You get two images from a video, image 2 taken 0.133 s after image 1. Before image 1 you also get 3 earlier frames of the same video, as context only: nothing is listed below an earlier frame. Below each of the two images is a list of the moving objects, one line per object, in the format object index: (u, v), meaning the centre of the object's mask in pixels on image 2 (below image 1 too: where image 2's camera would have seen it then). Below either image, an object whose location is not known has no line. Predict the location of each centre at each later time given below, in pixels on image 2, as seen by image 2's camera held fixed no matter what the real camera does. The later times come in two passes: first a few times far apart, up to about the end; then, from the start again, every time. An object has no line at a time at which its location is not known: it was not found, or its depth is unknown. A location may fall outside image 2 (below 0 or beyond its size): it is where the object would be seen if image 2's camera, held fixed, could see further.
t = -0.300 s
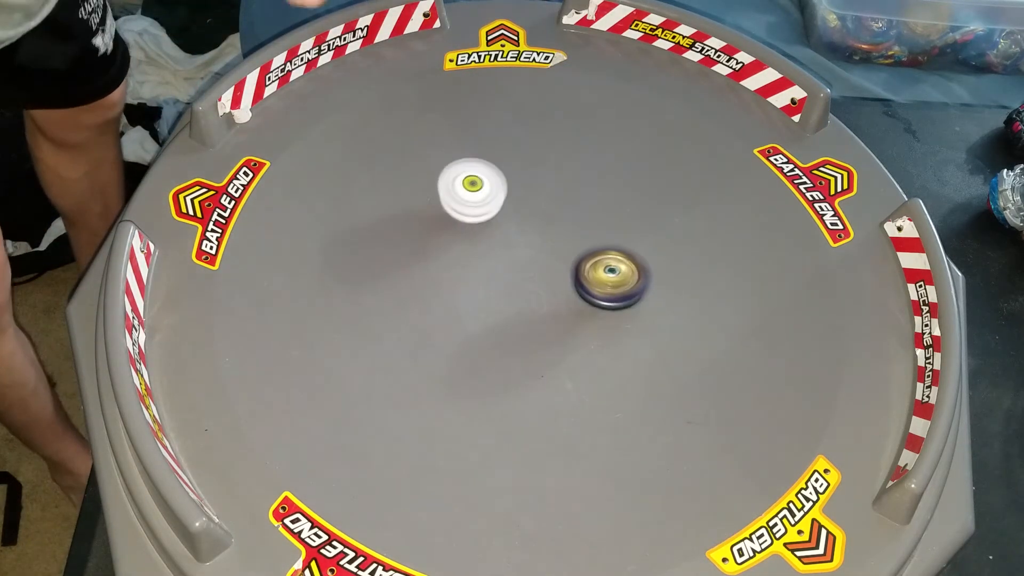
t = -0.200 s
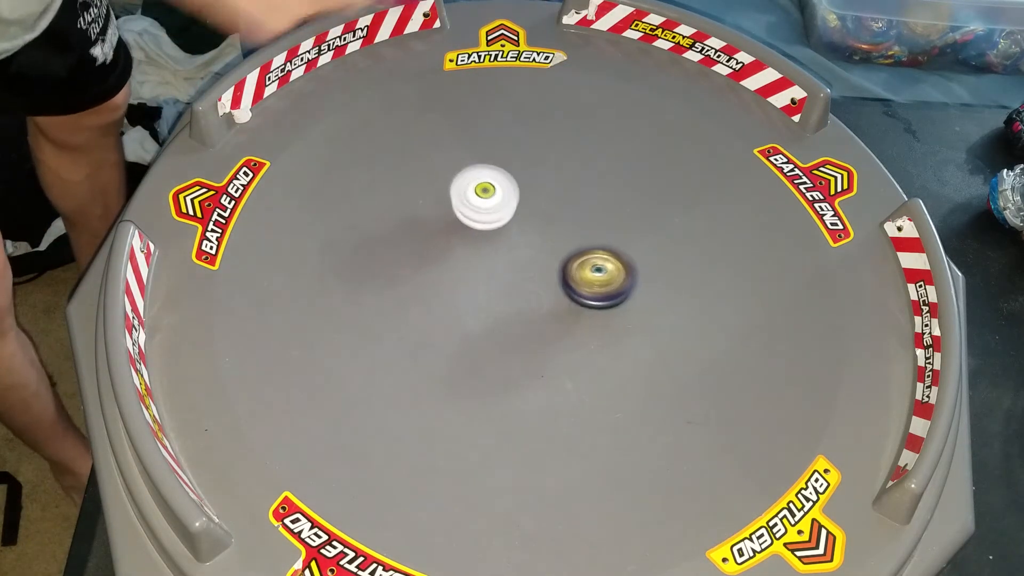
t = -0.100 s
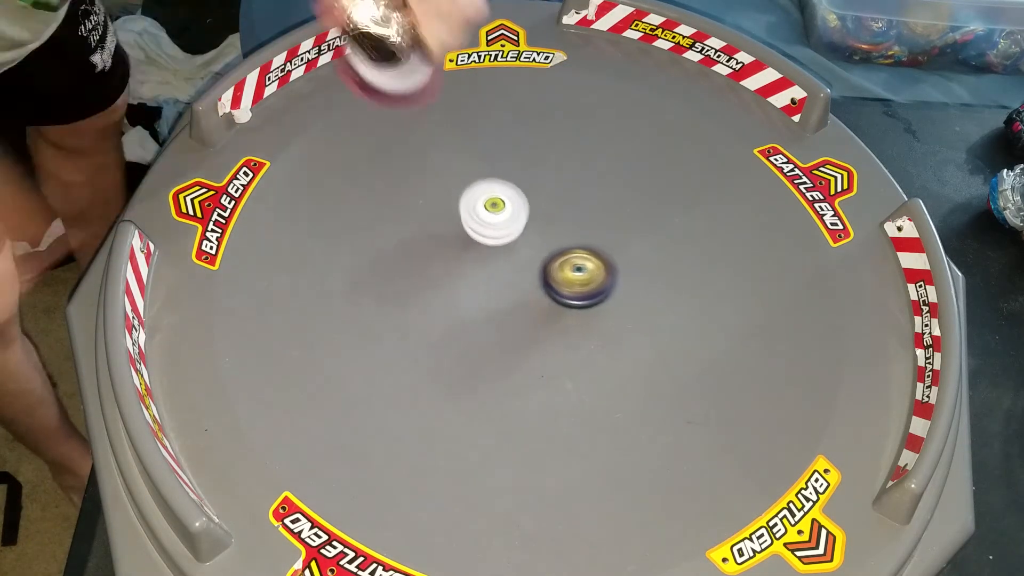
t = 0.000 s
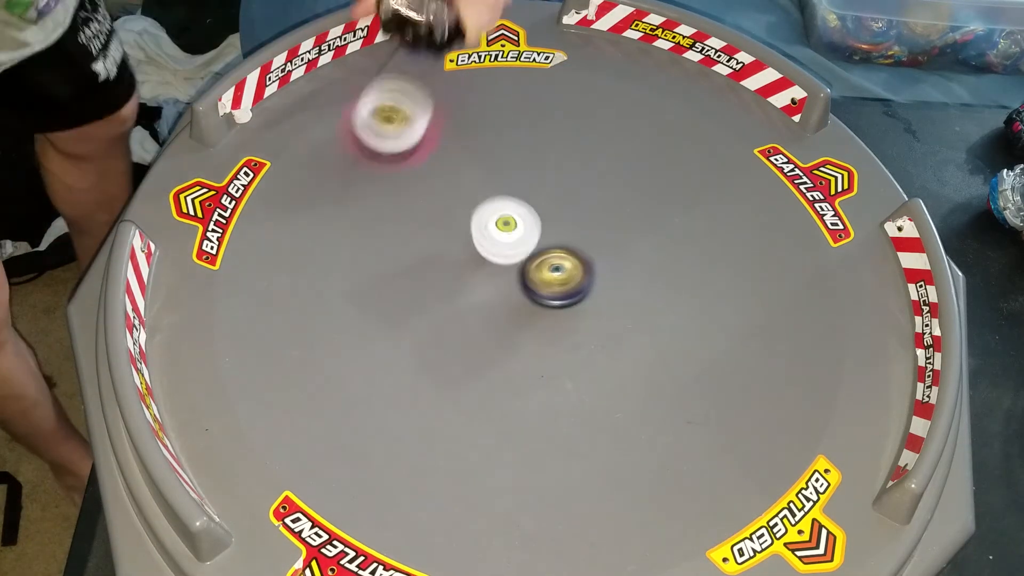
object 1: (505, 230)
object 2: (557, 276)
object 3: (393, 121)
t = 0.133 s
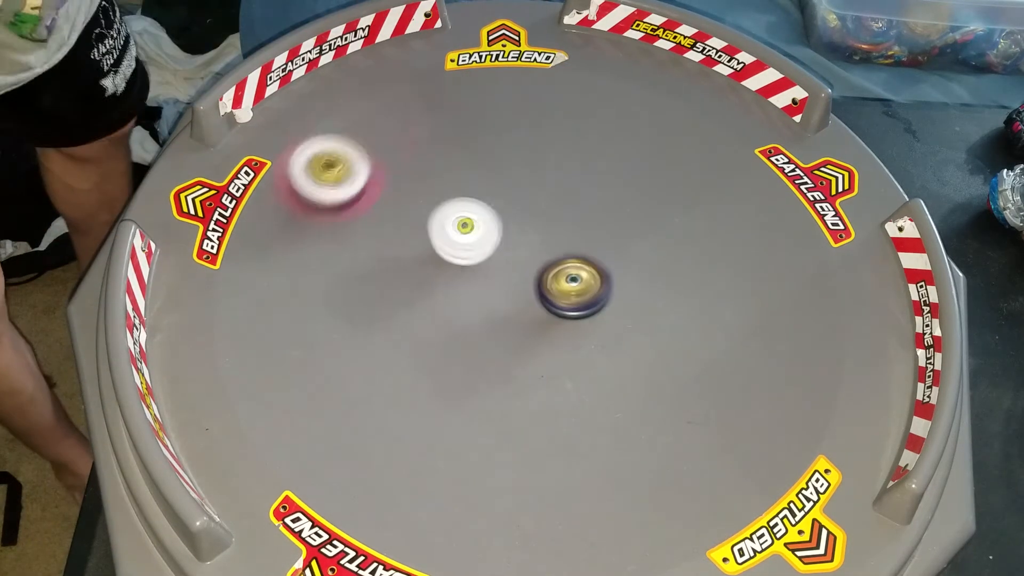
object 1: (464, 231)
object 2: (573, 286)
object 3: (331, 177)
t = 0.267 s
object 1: (417, 223)
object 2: (573, 293)
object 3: (309, 256)
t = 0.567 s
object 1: (374, 186)
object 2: (524, 284)
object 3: (504, 421)
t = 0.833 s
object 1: (435, 222)
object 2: (498, 261)
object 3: (694, 278)
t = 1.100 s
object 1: (315, 247)
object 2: (601, 251)
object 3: (600, 58)
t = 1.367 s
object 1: (305, 228)
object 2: (618, 264)
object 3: (435, 217)
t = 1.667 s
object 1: (421, 297)
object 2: (561, 280)
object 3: (590, 538)
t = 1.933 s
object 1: (508, 384)
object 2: (495, 286)
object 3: (805, 422)
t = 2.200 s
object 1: (575, 457)
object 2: (454, 266)
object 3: (749, 200)
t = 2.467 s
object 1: (563, 450)
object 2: (460, 261)
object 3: (493, 99)
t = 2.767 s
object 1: (583, 340)
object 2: (496, 284)
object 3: (212, 268)
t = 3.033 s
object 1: (616, 254)
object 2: (526, 304)
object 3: (326, 498)
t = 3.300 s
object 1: (644, 187)
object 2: (532, 323)
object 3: (570, 555)
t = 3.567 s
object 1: (646, 185)
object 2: (536, 322)
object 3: (683, 539)
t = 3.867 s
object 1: (555, 212)
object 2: (548, 299)
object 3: (773, 400)
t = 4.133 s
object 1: (458, 220)
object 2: (558, 281)
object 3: (673, 211)
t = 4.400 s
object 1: (374, 217)
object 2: (562, 269)
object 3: (470, 124)
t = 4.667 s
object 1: (375, 217)
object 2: (554, 260)
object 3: (274, 183)
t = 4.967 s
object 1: (440, 283)
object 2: (534, 256)
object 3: (303, 401)
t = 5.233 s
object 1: (490, 353)
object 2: (517, 256)
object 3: (557, 466)
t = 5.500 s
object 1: (537, 415)
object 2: (504, 263)
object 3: (729, 340)
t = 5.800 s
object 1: (534, 417)
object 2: (500, 275)
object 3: (704, 178)
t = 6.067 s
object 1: (551, 347)
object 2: (504, 286)
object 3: (594, 126)
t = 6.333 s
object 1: (634, 321)
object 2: (488, 270)
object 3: (522, 151)
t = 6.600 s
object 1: (692, 299)
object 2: (511, 283)
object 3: (508, 171)
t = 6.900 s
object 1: (657, 284)
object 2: (531, 302)
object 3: (496, 178)
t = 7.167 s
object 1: (583, 254)
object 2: (544, 309)
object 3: (485, 183)
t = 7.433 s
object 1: (559, 210)
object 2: (555, 344)
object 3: (446, 169)
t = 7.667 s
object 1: (550, 205)
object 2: (567, 337)
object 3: (432, 171)
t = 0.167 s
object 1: (453, 229)
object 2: (575, 289)
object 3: (320, 196)
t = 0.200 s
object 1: (442, 227)
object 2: (575, 293)
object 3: (313, 214)
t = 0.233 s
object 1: (429, 225)
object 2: (575, 292)
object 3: (309, 232)
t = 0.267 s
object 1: (417, 223)
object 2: (573, 293)
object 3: (309, 256)
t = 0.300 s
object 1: (406, 220)
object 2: (570, 294)
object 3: (312, 281)
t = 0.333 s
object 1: (396, 217)
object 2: (565, 294)
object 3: (321, 309)
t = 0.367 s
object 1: (388, 212)
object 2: (560, 293)
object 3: (335, 335)
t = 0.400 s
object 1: (381, 207)
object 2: (554, 292)
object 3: (354, 359)
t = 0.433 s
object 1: (375, 202)
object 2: (548, 292)
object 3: (378, 379)
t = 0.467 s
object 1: (371, 197)
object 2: (541, 291)
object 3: (406, 398)
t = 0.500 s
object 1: (370, 192)
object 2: (535, 288)
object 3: (438, 411)
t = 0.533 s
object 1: (371, 189)
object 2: (529, 286)
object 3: (471, 419)
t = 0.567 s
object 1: (374, 186)
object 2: (524, 284)
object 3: (504, 421)
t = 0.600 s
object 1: (380, 185)
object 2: (519, 282)
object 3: (536, 417)
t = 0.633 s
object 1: (387, 186)
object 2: (514, 280)
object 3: (568, 409)
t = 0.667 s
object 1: (395, 188)
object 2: (510, 278)
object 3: (597, 395)
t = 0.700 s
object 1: (403, 192)
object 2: (506, 275)
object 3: (623, 379)
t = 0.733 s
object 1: (412, 197)
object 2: (503, 273)
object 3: (647, 358)
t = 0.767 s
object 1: (420, 204)
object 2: (500, 269)
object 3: (667, 333)
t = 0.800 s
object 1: (428, 212)
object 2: (499, 265)
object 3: (683, 307)
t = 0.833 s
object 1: (435, 222)
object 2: (498, 261)
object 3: (694, 278)
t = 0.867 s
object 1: (430, 231)
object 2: (507, 258)
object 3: (700, 249)
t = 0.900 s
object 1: (408, 238)
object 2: (528, 256)
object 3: (699, 217)
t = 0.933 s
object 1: (390, 243)
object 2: (546, 252)
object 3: (694, 187)
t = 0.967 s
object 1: (373, 246)
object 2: (562, 251)
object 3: (685, 158)
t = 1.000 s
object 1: (357, 248)
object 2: (574, 251)
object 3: (671, 127)
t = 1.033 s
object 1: (342, 249)
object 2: (585, 250)
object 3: (651, 100)
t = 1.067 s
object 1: (328, 249)
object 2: (593, 250)
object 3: (626, 76)
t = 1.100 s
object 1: (315, 247)
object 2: (601, 251)
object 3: (600, 58)
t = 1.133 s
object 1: (304, 245)
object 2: (607, 252)
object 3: (569, 35)
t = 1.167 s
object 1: (294, 242)
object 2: (612, 253)
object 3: (531, 25)
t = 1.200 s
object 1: (288, 238)
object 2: (615, 254)
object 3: (490, 21)
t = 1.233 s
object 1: (286, 235)
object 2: (619, 257)
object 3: (470, 34)
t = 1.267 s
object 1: (287, 231)
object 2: (620, 259)
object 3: (461, 78)
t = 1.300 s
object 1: (290, 229)
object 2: (620, 259)
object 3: (452, 126)
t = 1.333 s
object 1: (296, 228)
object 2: (619, 261)
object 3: (443, 172)
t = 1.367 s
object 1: (305, 228)
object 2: (618, 264)
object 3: (435, 217)
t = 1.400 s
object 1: (316, 230)
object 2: (615, 265)
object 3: (431, 262)
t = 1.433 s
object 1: (328, 233)
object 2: (611, 266)
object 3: (431, 305)
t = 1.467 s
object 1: (342, 239)
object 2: (606, 268)
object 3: (435, 347)
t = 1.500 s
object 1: (356, 246)
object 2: (600, 270)
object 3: (445, 390)
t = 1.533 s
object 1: (369, 255)
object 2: (594, 272)
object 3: (462, 430)
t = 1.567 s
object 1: (383, 264)
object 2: (586, 274)
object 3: (484, 466)
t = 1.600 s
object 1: (396, 275)
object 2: (578, 276)
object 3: (516, 500)
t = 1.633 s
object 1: (409, 286)
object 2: (570, 278)
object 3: (551, 525)
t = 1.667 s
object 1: (421, 297)
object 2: (561, 280)
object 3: (590, 538)
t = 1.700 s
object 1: (432, 309)
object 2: (551, 283)
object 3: (633, 546)
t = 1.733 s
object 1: (443, 320)
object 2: (542, 284)
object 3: (671, 550)
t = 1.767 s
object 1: (454, 331)
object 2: (533, 284)
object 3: (705, 543)
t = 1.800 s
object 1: (465, 342)
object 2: (525, 285)
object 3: (730, 528)
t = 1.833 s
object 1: (475, 352)
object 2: (518, 286)
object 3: (752, 503)
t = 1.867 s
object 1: (486, 362)
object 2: (510, 286)
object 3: (773, 478)
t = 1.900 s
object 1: (497, 373)
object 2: (502, 287)
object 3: (792, 450)
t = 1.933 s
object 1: (508, 384)
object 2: (495, 286)
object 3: (805, 422)
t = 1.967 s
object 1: (518, 394)
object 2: (487, 285)
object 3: (814, 393)
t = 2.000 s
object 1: (529, 404)
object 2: (481, 283)
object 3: (819, 364)
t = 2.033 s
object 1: (539, 414)
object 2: (474, 280)
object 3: (818, 335)
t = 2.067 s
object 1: (548, 423)
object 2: (469, 277)
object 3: (812, 305)
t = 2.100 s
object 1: (556, 432)
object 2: (464, 275)
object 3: (803, 277)
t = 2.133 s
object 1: (564, 442)
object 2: (460, 272)
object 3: (787, 251)
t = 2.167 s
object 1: (570, 450)
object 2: (456, 269)
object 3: (771, 225)
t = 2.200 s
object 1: (575, 457)
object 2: (454, 266)
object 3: (749, 200)
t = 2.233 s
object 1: (579, 465)
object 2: (453, 264)
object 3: (725, 177)
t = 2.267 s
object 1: (579, 469)
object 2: (452, 263)
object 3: (697, 156)
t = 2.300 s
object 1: (578, 472)
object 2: (452, 261)
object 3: (666, 139)
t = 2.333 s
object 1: (575, 472)
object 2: (452, 260)
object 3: (635, 126)
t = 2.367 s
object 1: (572, 470)
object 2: (453, 260)
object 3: (601, 114)
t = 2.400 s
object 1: (569, 466)
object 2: (455, 259)
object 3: (566, 105)
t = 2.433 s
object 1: (566, 460)
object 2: (457, 260)
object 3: (529, 100)
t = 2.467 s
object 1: (563, 450)
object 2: (460, 261)
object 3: (493, 99)
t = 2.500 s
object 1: (561, 440)
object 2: (463, 263)
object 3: (457, 101)
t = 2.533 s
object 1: (559, 429)
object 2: (466, 265)
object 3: (419, 105)
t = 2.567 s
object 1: (559, 415)
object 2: (470, 267)
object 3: (382, 115)
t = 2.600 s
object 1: (561, 403)
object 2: (474, 270)
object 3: (346, 128)
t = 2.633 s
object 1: (564, 389)
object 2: (478, 272)
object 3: (313, 147)
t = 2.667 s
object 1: (569, 377)
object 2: (482, 275)
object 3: (285, 167)
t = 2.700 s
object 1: (574, 364)
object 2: (487, 278)
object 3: (256, 193)
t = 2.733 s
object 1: (579, 351)
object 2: (491, 281)
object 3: (231, 230)
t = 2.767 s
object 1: (583, 340)
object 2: (496, 284)
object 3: (212, 268)
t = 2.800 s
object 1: (587, 327)
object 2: (501, 286)
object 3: (199, 305)
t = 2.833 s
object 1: (591, 315)
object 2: (505, 289)
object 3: (194, 339)
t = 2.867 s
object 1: (595, 304)
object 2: (510, 291)
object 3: (202, 372)
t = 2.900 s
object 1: (599, 293)
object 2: (514, 294)
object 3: (225, 403)
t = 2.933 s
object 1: (603, 283)
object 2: (517, 296)
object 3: (249, 431)
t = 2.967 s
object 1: (607, 273)
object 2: (520, 299)
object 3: (272, 455)
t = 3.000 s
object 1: (611, 263)
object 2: (523, 301)
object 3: (297, 476)
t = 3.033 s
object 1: (616, 254)
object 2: (526, 304)
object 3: (326, 498)
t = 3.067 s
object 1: (619, 244)
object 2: (528, 307)
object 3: (361, 518)
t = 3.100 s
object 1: (623, 235)
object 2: (530, 310)
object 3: (396, 534)
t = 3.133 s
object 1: (626, 225)
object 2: (531, 313)
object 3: (429, 542)
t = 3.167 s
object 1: (629, 216)
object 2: (532, 315)
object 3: (463, 548)
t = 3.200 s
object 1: (632, 207)
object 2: (532, 318)
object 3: (492, 552)
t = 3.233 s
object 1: (635, 200)
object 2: (532, 320)
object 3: (522, 554)
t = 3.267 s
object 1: (639, 193)
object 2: (532, 322)
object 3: (547, 555)
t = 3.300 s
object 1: (644, 187)
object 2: (532, 323)
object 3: (570, 555)
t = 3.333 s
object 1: (648, 183)
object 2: (531, 325)
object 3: (590, 554)
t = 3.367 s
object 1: (651, 180)
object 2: (531, 326)
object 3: (609, 552)
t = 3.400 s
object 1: (653, 179)
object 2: (531, 326)
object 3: (625, 551)
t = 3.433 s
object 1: (653, 178)
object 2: (531, 326)
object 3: (641, 549)
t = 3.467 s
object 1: (653, 178)
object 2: (532, 326)
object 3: (653, 547)
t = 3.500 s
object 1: (652, 180)
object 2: (533, 325)
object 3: (664, 545)
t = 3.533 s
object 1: (650, 182)
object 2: (535, 324)
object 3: (674, 542)
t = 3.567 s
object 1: (646, 185)
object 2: (536, 322)
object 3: (683, 539)
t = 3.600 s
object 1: (642, 189)
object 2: (537, 320)
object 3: (694, 535)
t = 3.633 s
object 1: (635, 193)
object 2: (539, 318)
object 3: (707, 529)
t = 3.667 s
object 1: (627, 197)
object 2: (540, 315)
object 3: (721, 518)
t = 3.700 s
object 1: (617, 201)
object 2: (542, 312)
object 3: (731, 504)
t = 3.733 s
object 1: (606, 204)
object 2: (543, 310)
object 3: (743, 486)
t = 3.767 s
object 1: (594, 206)
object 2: (545, 307)
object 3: (755, 467)
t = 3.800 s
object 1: (581, 208)
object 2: (546, 304)
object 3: (762, 447)
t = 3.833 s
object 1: (569, 210)
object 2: (547, 302)
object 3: (770, 425)
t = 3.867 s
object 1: (555, 212)
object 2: (548, 299)
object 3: (773, 400)
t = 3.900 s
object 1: (542, 213)
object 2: (549, 296)
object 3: (772, 373)
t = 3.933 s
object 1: (530, 215)
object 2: (550, 293)
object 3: (766, 346)
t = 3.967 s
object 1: (518, 216)
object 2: (551, 292)
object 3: (757, 321)
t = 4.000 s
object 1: (506, 217)
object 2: (553, 289)
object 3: (745, 296)
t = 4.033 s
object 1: (494, 218)
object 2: (554, 287)
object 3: (729, 273)
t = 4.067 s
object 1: (482, 219)
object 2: (555, 285)
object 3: (712, 251)
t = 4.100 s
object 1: (470, 220)
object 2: (557, 283)
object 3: (694, 230)
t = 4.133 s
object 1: (458, 220)
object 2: (558, 281)
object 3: (673, 211)
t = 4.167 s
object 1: (447, 221)
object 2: (558, 279)
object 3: (650, 195)
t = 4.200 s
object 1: (435, 222)
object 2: (559, 278)
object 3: (628, 180)
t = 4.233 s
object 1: (422, 223)
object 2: (560, 276)
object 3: (603, 166)
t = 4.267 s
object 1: (411, 223)
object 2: (561, 275)
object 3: (578, 154)
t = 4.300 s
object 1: (400, 222)
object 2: (561, 273)
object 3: (553, 143)
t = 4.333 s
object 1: (391, 221)
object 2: (562, 271)
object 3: (524, 134)
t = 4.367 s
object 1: (382, 220)
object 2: (562, 270)
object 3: (497, 129)
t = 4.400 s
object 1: (374, 217)
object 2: (562, 269)
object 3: (470, 124)
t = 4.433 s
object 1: (369, 215)
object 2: (562, 268)
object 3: (440, 122)
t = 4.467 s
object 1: (365, 213)
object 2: (562, 266)
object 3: (414, 122)
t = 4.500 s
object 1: (364, 213)
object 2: (561, 265)
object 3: (386, 125)
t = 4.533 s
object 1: (363, 213)
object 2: (560, 264)
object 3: (361, 131)
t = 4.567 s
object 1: (364, 212)
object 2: (559, 263)
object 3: (336, 139)
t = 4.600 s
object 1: (367, 213)
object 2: (558, 262)
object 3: (312, 152)
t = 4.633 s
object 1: (370, 215)
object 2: (556, 261)
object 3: (293, 166)
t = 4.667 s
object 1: (375, 217)
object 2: (554, 260)
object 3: (274, 183)
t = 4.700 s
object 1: (382, 220)
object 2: (552, 260)
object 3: (260, 205)
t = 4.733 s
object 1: (389, 225)
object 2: (550, 258)
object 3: (249, 227)
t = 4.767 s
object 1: (397, 231)
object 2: (548, 258)
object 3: (240, 252)
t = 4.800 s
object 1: (404, 238)
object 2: (546, 257)
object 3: (238, 277)
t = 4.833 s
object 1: (412, 246)
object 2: (544, 257)
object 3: (240, 302)
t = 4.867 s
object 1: (419, 255)
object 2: (541, 256)
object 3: (247, 329)
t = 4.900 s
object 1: (426, 264)
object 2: (539, 256)
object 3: (261, 355)
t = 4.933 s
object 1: (433, 274)
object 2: (537, 256)
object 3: (279, 379)
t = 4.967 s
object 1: (440, 283)
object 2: (534, 256)
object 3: (303, 401)
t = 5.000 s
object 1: (447, 292)
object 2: (532, 255)
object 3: (329, 421)
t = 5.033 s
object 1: (454, 302)
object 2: (530, 255)
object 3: (358, 438)
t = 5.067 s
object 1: (460, 311)
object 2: (527, 256)
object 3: (388, 452)
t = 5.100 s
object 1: (466, 319)
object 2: (525, 256)
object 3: (423, 463)
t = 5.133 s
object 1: (472, 327)
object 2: (523, 256)
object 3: (457, 470)
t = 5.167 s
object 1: (478, 336)
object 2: (521, 256)
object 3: (491, 472)
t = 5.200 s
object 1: (483, 344)
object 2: (519, 256)
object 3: (526, 471)
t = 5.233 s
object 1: (490, 353)
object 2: (517, 256)
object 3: (557, 466)
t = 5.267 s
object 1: (496, 361)
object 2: (515, 257)
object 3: (588, 457)
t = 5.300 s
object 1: (503, 369)
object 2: (513, 257)
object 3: (618, 447)
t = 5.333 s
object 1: (510, 378)
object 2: (511, 258)
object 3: (644, 431)
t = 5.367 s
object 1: (517, 386)
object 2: (509, 259)
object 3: (668, 416)
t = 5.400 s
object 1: (523, 394)
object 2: (508, 260)
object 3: (687, 397)
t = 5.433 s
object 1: (529, 402)
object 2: (507, 261)
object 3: (704, 379)
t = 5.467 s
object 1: (533, 409)
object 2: (505, 262)
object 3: (717, 362)
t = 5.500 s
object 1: (537, 415)
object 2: (504, 263)
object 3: (729, 340)
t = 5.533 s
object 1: (539, 421)
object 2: (503, 264)
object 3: (737, 318)
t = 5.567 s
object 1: (541, 426)
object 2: (502, 265)
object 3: (741, 298)
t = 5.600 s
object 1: (542, 429)
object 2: (501, 267)
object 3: (743, 278)
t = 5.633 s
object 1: (541, 430)
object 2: (501, 268)
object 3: (742, 261)
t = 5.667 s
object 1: (540, 430)
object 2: (500, 269)
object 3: (739, 242)
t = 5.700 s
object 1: (538, 429)
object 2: (500, 271)
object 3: (734, 224)
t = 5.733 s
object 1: (537, 427)
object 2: (500, 272)
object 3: (725, 207)
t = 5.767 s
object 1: (535, 422)
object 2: (500, 274)
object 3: (714, 191)
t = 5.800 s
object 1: (534, 417)
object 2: (500, 275)
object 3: (704, 178)
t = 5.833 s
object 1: (533, 409)
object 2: (501, 276)
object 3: (692, 166)
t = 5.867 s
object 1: (534, 401)
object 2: (501, 278)
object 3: (678, 156)
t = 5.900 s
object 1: (535, 392)
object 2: (501, 279)
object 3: (663, 147)
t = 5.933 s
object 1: (538, 383)
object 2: (502, 281)
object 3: (648, 140)
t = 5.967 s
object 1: (541, 374)
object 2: (503, 282)
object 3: (634, 134)
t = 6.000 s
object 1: (545, 365)
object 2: (503, 284)
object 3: (620, 130)
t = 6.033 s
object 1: (548, 356)
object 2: (504, 285)
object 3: (607, 128)
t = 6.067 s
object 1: (551, 347)
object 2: (504, 286)
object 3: (594, 126)
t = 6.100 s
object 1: (557, 340)
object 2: (503, 286)
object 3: (582, 126)
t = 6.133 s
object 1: (570, 336)
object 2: (498, 284)
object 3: (571, 127)
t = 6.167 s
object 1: (582, 334)
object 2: (493, 280)
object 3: (561, 129)
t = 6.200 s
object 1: (592, 332)
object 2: (490, 277)
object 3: (551, 132)
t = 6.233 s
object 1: (603, 330)
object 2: (488, 275)
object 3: (542, 136)
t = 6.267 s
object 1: (614, 327)
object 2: (487, 273)
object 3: (534, 140)
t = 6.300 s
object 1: (624, 324)
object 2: (487, 271)
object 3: (527, 146)
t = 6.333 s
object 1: (634, 321)
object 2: (488, 270)
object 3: (522, 151)
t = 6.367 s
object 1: (643, 318)
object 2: (490, 270)
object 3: (519, 156)
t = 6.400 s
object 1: (653, 315)
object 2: (492, 271)
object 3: (517, 160)
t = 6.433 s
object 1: (662, 311)
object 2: (495, 272)
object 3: (515, 163)
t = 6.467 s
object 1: (670, 308)
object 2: (498, 274)
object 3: (513, 166)
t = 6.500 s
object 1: (677, 305)
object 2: (501, 276)
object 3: (512, 168)
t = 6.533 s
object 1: (683, 303)
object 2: (504, 278)
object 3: (511, 169)
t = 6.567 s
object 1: (688, 301)
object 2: (508, 280)
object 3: (510, 170)
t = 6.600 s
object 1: (692, 299)
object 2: (511, 283)
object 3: (508, 171)
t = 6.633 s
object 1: (694, 297)
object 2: (514, 285)
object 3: (507, 172)
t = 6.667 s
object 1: (694, 297)
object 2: (516, 287)
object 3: (505, 173)
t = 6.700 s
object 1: (694, 297)
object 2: (519, 290)
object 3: (504, 173)
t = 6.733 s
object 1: (691, 296)
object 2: (521, 292)
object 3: (503, 174)
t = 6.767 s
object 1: (685, 295)
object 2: (523, 294)
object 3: (501, 175)
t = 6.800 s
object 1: (679, 293)
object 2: (525, 296)
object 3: (500, 176)
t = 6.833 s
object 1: (672, 290)
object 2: (527, 298)
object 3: (498, 176)
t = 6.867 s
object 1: (664, 287)
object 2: (529, 300)
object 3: (497, 177)
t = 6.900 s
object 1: (657, 284)
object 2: (531, 302)
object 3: (496, 178)
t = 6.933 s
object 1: (649, 280)
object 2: (533, 303)
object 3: (494, 178)
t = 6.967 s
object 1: (641, 276)
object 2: (534, 304)
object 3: (493, 179)
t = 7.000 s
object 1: (632, 272)
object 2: (536, 306)
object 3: (491, 180)
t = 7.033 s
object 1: (623, 268)
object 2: (538, 307)
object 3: (490, 181)
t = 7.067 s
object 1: (613, 264)
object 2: (540, 307)
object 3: (489, 181)
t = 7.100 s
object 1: (603, 261)
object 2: (541, 308)
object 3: (488, 182)
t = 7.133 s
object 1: (593, 258)
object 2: (543, 308)
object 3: (486, 182)
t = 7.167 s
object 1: (583, 254)
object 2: (544, 309)
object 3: (485, 183)
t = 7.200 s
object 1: (570, 240)
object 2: (548, 320)
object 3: (484, 183)
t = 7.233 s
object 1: (557, 225)
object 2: (550, 325)
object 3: (483, 184)
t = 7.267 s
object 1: (548, 214)
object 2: (551, 332)
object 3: (480, 183)
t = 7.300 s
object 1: (551, 214)
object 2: (551, 336)
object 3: (472, 177)
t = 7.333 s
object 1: (556, 216)
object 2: (552, 338)
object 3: (463, 173)
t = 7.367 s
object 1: (559, 215)
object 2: (553, 341)
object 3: (457, 170)
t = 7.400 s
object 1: (559, 213)
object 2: (554, 343)
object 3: (451, 169)
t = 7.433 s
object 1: (559, 210)
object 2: (555, 344)
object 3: (446, 169)
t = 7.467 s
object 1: (559, 208)
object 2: (557, 344)
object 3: (442, 169)
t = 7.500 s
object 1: (558, 207)
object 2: (558, 343)
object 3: (439, 169)
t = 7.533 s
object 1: (557, 206)
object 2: (560, 342)
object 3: (438, 170)
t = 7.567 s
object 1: (556, 205)
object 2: (562, 341)
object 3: (436, 170)
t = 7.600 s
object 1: (555, 205)
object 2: (564, 340)
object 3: (434, 171)
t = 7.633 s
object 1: (553, 205)
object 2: (565, 339)
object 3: (433, 171)
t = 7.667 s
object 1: (550, 205)
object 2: (567, 337)
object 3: (432, 171)
